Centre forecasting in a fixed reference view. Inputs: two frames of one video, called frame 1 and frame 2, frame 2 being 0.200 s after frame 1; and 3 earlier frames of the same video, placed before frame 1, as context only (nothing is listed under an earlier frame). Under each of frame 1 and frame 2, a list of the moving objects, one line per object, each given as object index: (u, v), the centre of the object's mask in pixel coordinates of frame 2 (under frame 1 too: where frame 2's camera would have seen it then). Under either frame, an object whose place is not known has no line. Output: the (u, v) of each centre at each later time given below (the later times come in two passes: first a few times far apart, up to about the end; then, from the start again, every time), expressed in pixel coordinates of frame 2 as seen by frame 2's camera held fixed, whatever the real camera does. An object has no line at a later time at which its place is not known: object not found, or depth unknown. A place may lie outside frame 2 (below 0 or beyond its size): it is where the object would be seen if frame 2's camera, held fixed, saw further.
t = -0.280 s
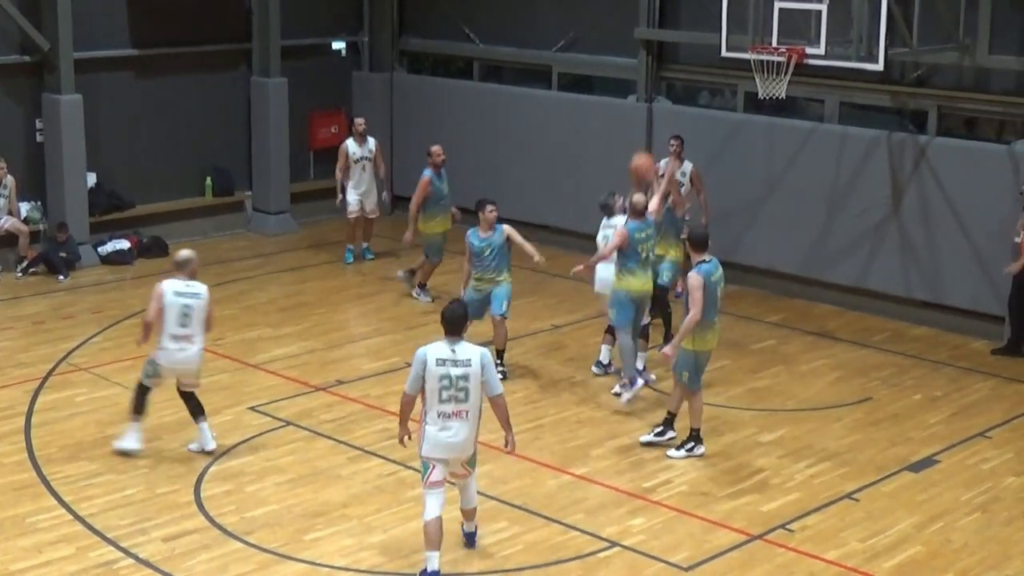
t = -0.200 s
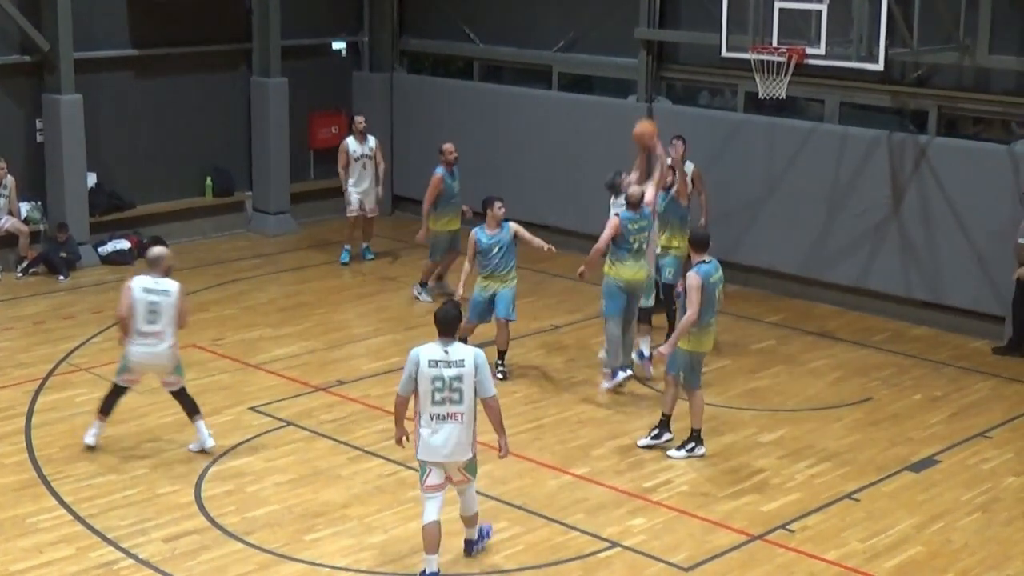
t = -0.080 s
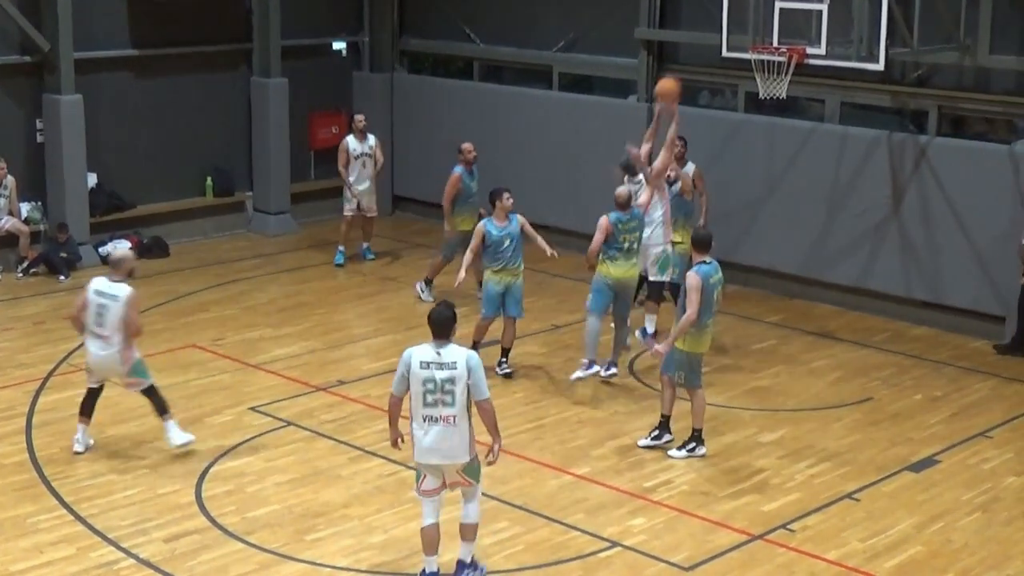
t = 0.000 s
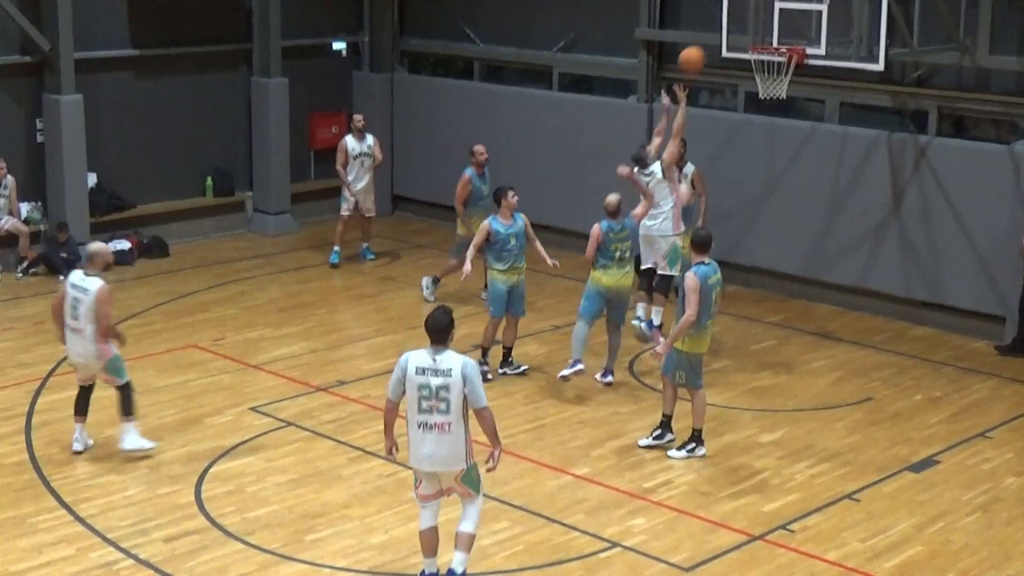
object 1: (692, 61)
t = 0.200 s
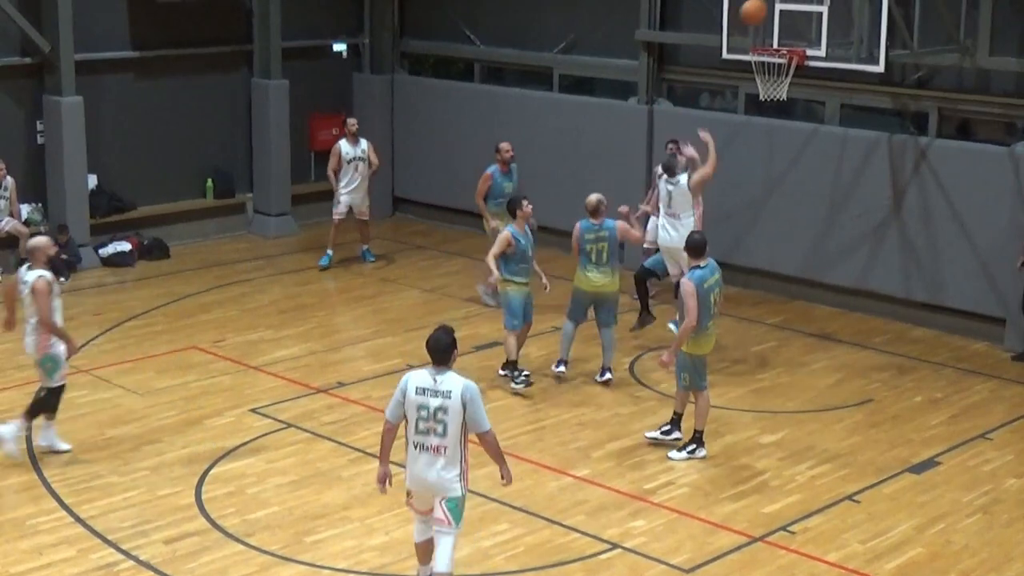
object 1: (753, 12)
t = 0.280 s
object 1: (777, 6)
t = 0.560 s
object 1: (785, 39)
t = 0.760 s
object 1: (768, 31)
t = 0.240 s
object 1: (764, 8)
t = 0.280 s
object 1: (777, 6)
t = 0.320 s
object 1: (789, 6)
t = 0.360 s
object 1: (789, 7)
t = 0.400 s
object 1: (788, 9)
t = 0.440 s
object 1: (788, 15)
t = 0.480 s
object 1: (788, 23)
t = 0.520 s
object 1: (787, 32)
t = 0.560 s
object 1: (785, 39)
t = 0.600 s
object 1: (783, 34)
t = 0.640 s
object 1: (779, 30)
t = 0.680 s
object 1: (775, 29)
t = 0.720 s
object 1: (772, 30)
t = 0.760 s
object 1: (768, 31)
